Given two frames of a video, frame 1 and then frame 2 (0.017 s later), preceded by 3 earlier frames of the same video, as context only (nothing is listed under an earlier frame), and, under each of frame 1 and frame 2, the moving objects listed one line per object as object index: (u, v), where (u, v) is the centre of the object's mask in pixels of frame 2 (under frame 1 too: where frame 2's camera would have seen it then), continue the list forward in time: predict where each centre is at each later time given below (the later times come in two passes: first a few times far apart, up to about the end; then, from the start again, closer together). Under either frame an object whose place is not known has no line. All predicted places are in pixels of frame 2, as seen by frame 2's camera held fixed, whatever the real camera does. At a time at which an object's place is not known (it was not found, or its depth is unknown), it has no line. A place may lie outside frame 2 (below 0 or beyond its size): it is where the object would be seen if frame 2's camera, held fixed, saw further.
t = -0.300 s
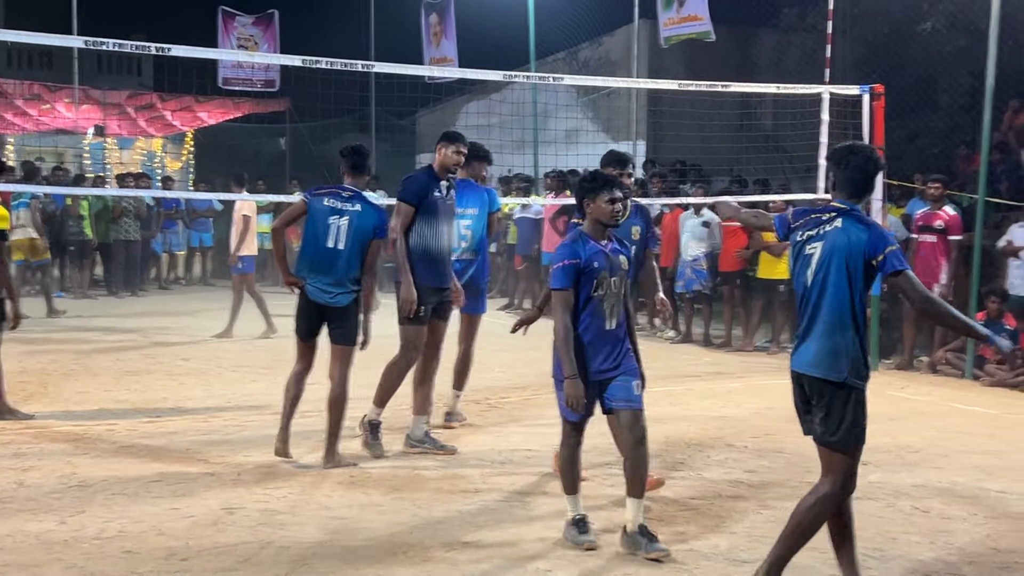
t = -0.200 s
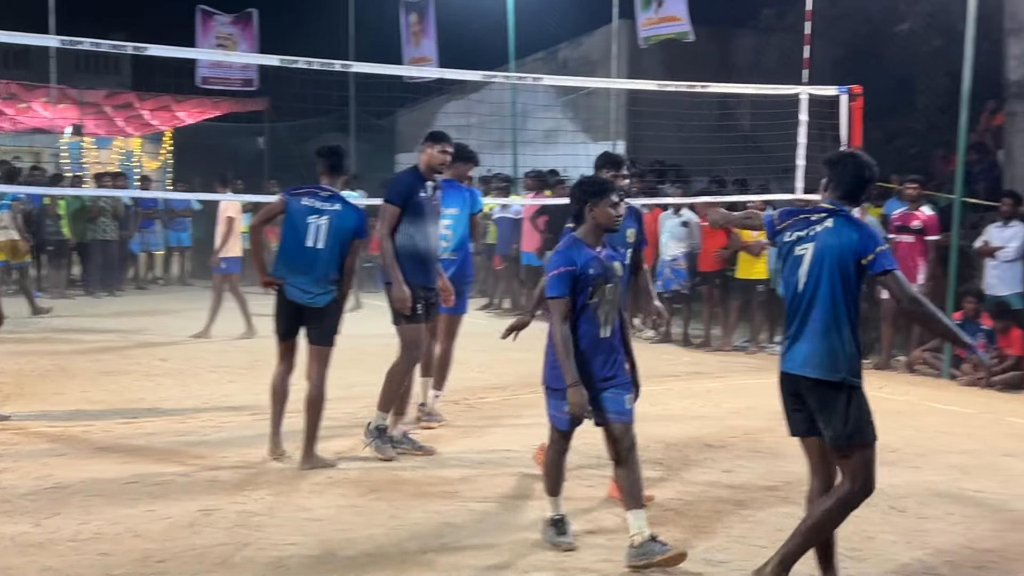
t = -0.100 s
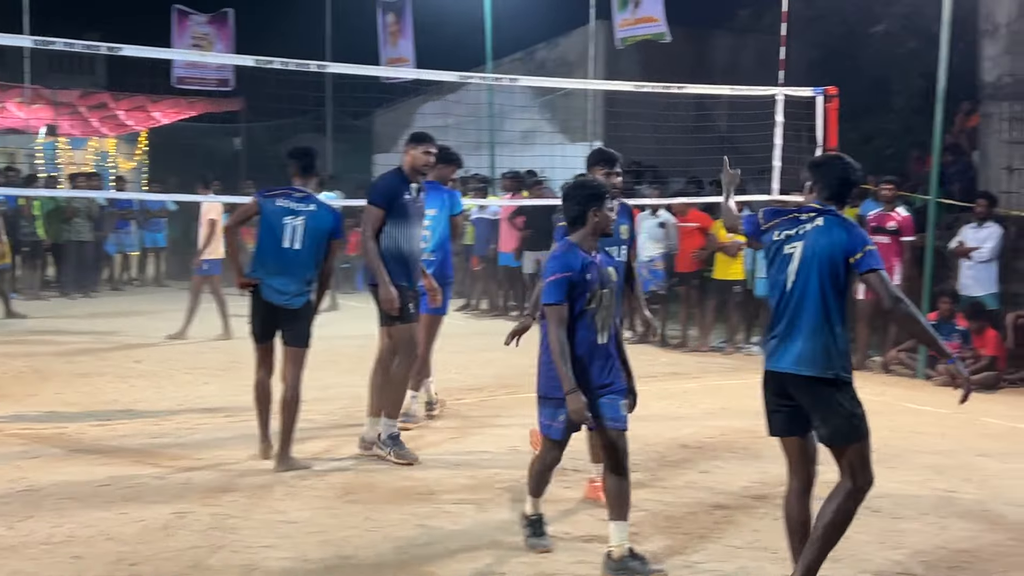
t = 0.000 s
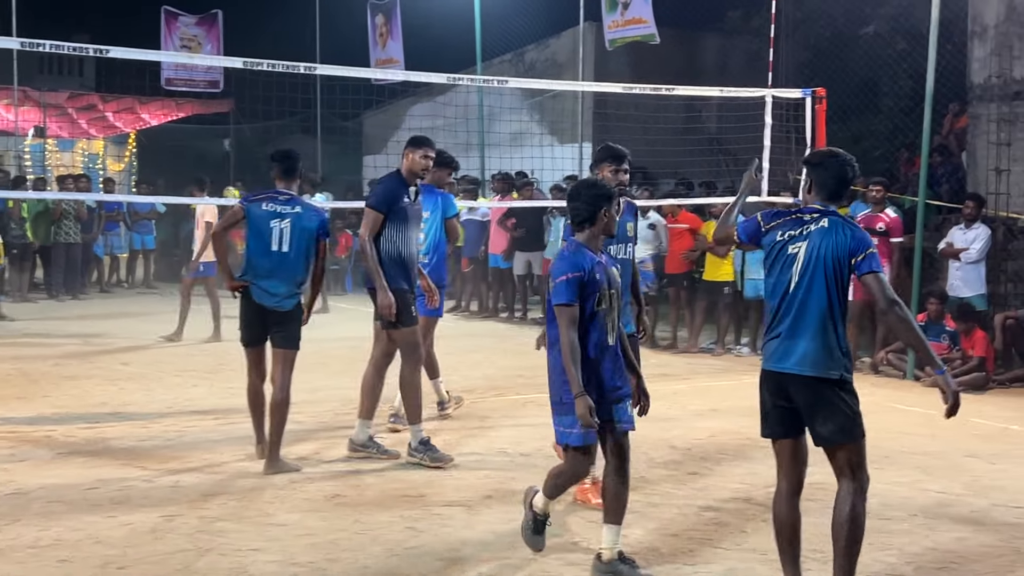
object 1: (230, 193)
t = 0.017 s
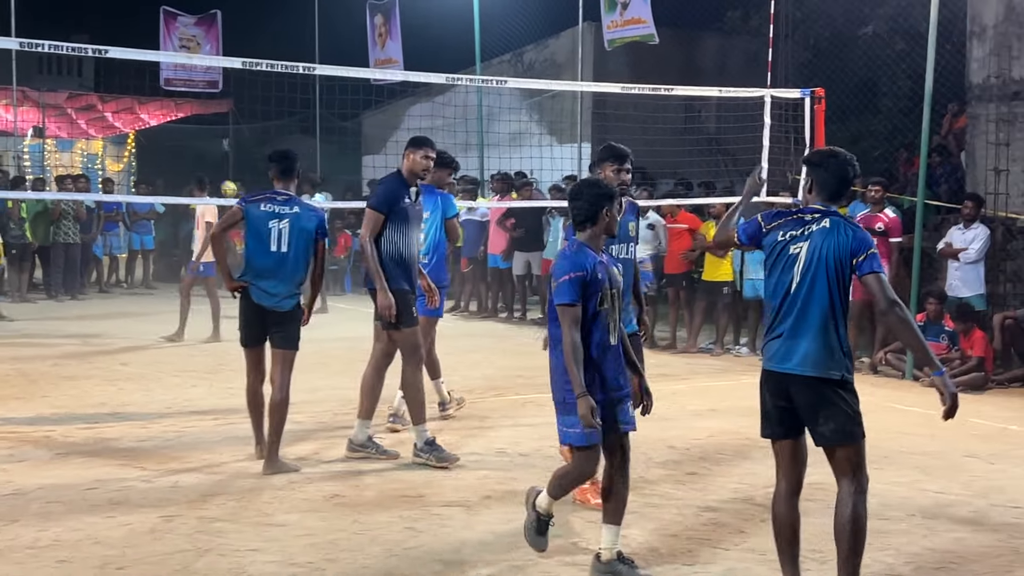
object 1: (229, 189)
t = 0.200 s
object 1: (244, 114)
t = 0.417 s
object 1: (265, 45)
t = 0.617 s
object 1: (289, 7)
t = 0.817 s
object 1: (318, 2)
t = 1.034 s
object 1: (358, 52)
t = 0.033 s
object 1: (228, 182)
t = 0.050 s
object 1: (229, 174)
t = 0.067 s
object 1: (230, 168)
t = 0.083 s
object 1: (232, 160)
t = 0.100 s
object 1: (233, 153)
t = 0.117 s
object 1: (235, 147)
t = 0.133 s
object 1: (237, 140)
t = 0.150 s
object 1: (238, 134)
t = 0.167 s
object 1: (240, 127)
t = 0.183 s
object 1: (242, 120)
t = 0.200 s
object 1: (244, 114)
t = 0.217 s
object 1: (245, 108)
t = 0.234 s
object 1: (247, 102)
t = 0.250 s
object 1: (248, 96)
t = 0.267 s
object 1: (250, 90)
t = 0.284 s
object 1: (251, 85)
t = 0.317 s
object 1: (255, 76)
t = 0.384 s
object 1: (261, 53)
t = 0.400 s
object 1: (263, 50)
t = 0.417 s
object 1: (265, 45)
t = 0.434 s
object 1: (267, 41)
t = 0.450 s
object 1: (269, 37)
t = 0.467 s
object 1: (270, 33)
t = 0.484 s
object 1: (272, 29)
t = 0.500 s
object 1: (274, 26)
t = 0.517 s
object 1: (276, 23)
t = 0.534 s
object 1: (278, 20)
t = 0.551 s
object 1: (280, 17)
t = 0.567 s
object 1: (282, 14)
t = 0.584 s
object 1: (285, 12)
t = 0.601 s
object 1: (287, 9)
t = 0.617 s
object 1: (289, 7)
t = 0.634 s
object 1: (291, 5)
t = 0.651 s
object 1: (294, 3)
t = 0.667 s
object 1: (296, 2)
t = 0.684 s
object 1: (298, 1)
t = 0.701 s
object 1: (301, 0)
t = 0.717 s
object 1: (303, -1)
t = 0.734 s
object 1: (305, -1)
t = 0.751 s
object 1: (308, -1)
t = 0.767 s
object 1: (310, -1)
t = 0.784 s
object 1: (313, 0)
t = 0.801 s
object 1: (316, 0)
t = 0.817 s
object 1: (318, 2)
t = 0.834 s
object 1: (321, 3)
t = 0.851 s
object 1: (324, 5)
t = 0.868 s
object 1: (327, 7)
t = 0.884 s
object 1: (329, 10)
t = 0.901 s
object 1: (332, 13)
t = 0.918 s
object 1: (335, 16)
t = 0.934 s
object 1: (338, 20)
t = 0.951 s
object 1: (341, 24)
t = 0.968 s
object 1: (344, 29)
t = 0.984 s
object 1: (348, 35)
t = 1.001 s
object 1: (351, 41)
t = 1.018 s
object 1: (354, 47)
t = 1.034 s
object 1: (358, 52)
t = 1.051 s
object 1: (361, 59)
